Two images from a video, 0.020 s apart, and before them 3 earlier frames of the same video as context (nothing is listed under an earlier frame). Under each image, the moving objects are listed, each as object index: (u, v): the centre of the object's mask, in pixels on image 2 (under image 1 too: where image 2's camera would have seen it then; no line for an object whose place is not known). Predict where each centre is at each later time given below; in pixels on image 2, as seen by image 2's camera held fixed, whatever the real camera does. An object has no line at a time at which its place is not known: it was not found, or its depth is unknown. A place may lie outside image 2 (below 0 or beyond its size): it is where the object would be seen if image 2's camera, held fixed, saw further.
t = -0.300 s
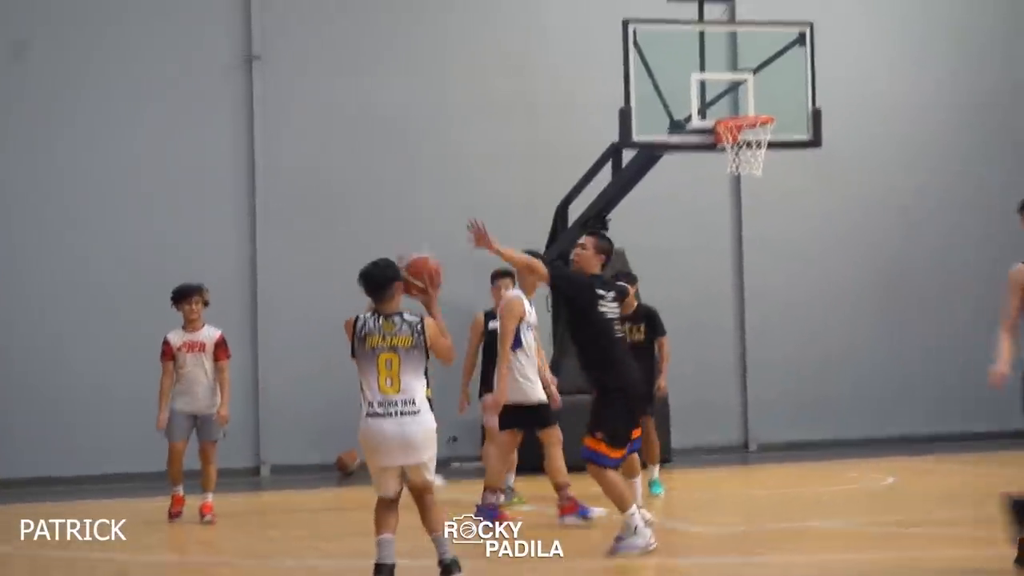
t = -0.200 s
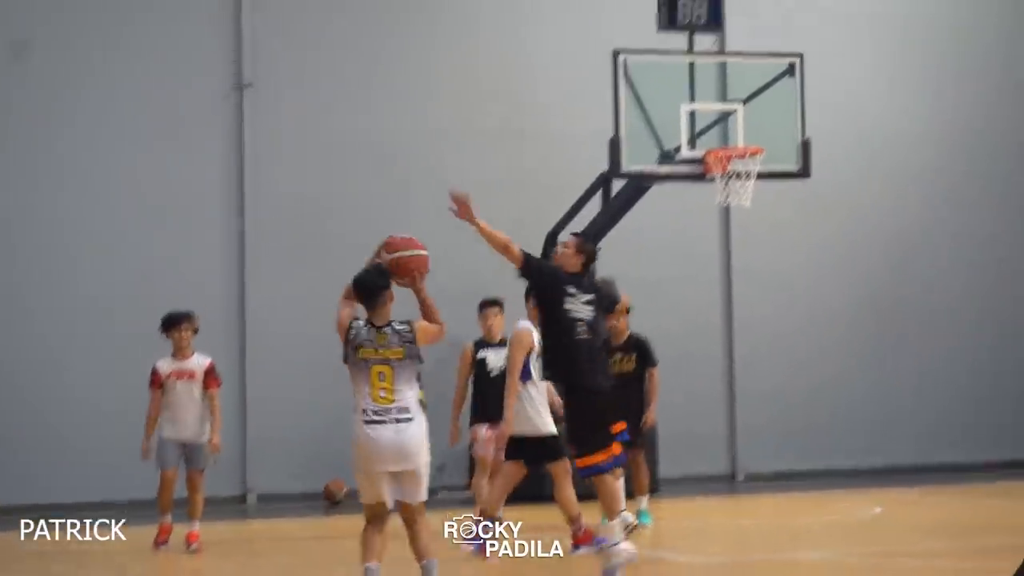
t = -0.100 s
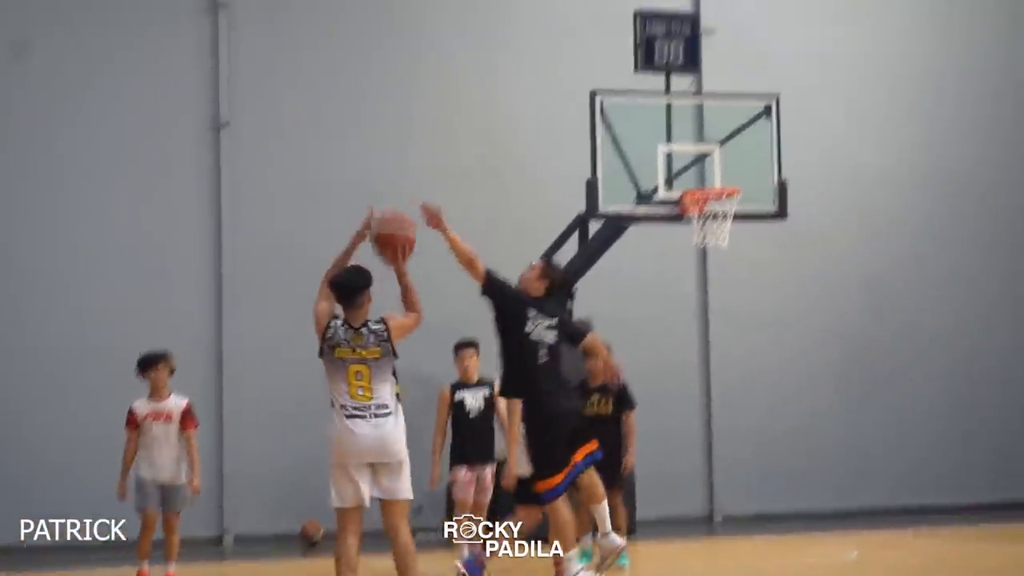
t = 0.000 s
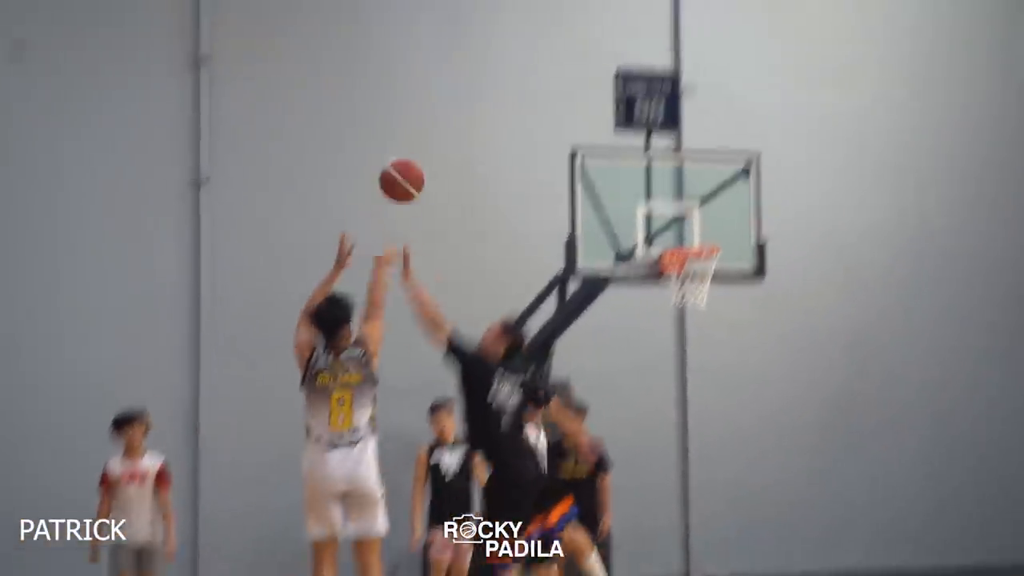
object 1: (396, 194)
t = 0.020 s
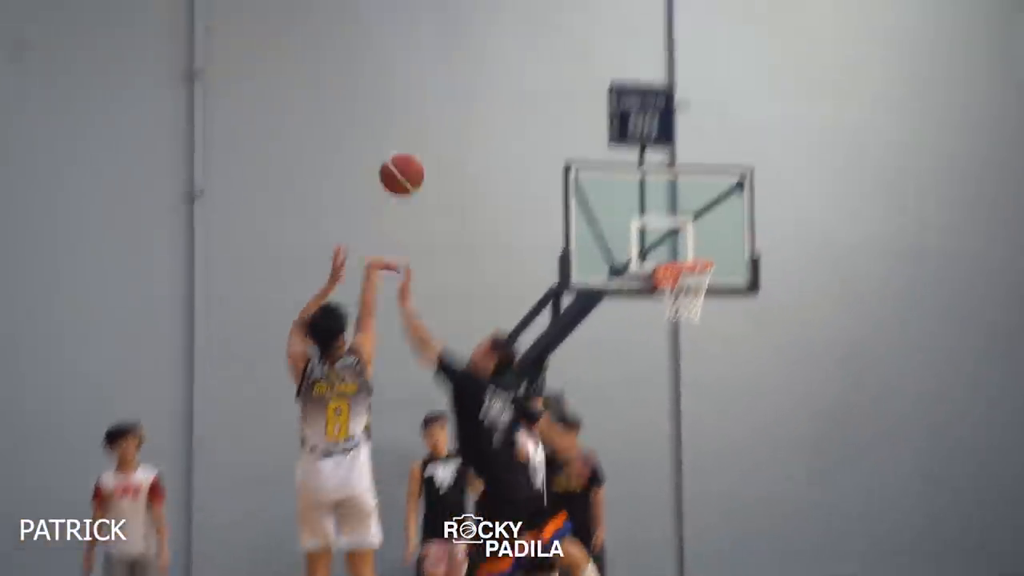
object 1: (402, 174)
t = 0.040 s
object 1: (407, 156)
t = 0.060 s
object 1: (412, 137)
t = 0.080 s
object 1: (417, 119)
